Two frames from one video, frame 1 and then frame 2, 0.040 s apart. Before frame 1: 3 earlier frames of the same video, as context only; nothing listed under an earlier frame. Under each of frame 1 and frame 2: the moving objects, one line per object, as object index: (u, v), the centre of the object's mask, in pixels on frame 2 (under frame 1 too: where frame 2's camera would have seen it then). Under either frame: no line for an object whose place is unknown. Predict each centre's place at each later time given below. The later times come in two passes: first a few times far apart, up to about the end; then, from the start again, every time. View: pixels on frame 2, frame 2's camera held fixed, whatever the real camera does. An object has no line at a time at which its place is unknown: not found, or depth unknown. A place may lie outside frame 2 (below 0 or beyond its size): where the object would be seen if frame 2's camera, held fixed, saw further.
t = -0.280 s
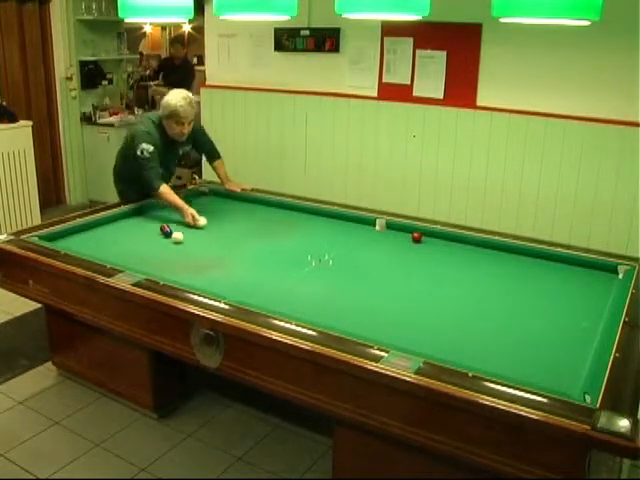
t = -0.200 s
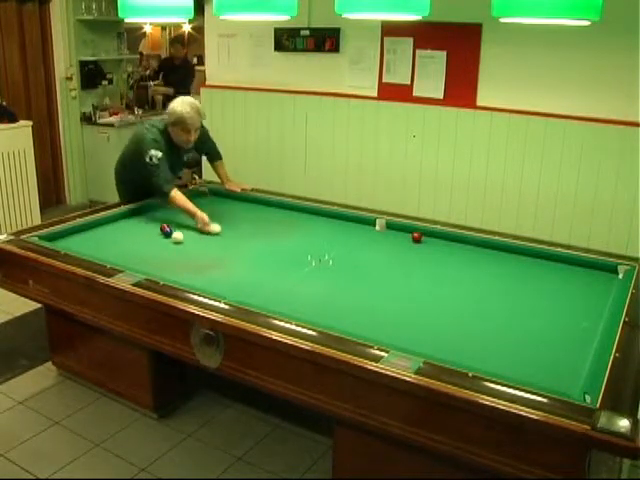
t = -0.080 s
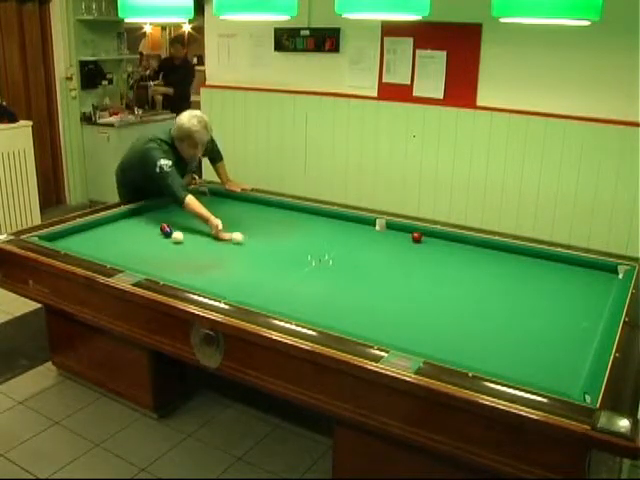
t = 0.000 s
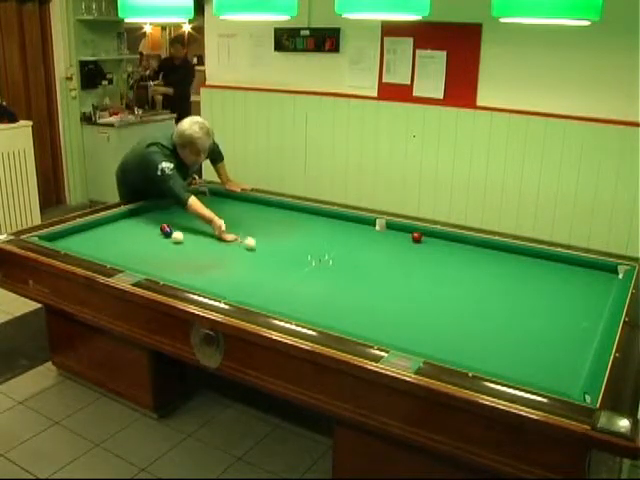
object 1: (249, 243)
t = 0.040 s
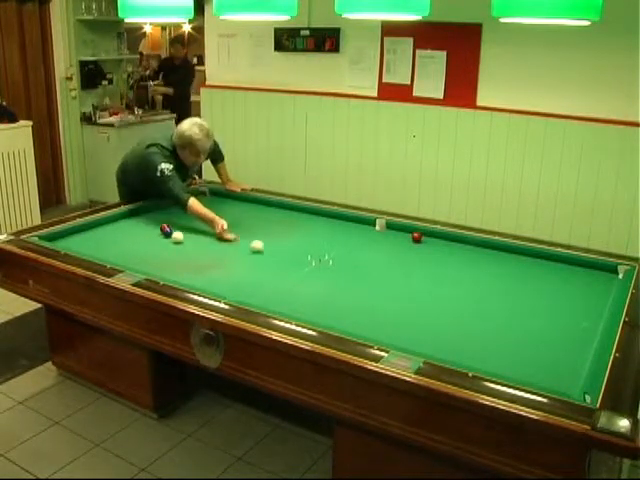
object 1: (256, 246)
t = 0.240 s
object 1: (292, 261)
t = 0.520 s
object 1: (351, 284)
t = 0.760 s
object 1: (409, 308)
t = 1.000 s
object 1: (476, 335)
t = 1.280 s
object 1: (568, 373)
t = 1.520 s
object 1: (520, 368)
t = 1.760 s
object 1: (462, 358)
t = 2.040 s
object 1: (403, 343)
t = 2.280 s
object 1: (366, 329)
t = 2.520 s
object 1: (334, 318)
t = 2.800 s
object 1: (299, 306)
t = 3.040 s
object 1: (272, 295)
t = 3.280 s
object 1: (248, 285)
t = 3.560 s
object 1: (223, 274)
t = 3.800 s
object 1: (203, 266)
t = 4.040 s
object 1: (185, 259)
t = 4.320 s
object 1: (166, 251)
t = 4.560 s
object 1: (151, 245)
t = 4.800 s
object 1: (138, 239)
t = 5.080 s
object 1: (123, 232)
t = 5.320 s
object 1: (112, 227)
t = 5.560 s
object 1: (101, 223)
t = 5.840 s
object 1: (114, 224)
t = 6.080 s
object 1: (124, 224)
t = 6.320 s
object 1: (135, 226)
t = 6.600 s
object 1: (147, 227)
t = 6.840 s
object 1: (155, 228)
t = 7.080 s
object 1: (156, 228)
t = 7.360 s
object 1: (158, 228)
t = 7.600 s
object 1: (159, 228)
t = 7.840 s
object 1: (160, 228)
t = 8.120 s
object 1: (160, 228)
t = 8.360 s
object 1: (161, 228)
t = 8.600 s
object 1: (161, 228)
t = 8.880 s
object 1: (161, 228)
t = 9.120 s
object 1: (161, 228)
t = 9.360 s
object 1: (161, 228)
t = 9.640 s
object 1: (161, 228)
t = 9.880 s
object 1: (161, 228)
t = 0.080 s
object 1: (263, 249)
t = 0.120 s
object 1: (270, 251)
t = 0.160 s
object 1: (278, 255)
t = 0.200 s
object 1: (285, 258)
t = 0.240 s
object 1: (292, 261)
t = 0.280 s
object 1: (300, 264)
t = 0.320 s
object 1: (308, 267)
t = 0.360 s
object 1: (315, 270)
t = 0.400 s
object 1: (325, 274)
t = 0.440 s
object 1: (333, 277)
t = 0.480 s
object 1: (342, 281)
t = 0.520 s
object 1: (351, 284)
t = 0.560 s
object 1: (360, 288)
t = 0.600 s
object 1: (369, 292)
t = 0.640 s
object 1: (378, 296)
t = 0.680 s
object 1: (388, 300)
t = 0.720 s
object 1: (398, 304)
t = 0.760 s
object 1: (409, 308)
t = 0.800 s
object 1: (419, 312)
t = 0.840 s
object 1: (430, 317)
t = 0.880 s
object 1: (441, 321)
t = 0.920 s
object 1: (454, 326)
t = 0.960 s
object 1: (464, 331)
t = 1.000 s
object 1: (476, 335)
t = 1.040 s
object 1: (488, 340)
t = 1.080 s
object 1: (501, 345)
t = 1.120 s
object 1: (515, 351)
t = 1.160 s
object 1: (528, 357)
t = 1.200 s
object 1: (541, 361)
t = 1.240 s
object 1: (555, 367)
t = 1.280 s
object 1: (568, 373)
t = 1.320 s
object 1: (575, 376)
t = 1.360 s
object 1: (563, 374)
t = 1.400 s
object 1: (552, 373)
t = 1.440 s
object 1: (540, 371)
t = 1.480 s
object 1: (529, 369)
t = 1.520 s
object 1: (520, 368)
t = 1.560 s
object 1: (510, 366)
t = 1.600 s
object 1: (501, 365)
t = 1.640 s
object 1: (491, 362)
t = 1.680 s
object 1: (481, 360)
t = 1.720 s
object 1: (471, 358)
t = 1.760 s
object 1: (462, 358)
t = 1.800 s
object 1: (452, 356)
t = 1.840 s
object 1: (441, 353)
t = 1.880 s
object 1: (432, 351)
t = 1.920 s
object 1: (423, 349)
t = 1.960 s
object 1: (416, 347)
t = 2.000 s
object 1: (409, 345)
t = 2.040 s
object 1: (403, 343)
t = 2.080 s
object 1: (397, 340)
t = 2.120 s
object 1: (391, 338)
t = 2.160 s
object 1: (384, 336)
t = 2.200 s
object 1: (379, 333)
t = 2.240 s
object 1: (372, 331)
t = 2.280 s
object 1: (366, 329)
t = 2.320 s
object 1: (361, 328)
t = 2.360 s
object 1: (356, 326)
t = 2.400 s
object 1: (350, 324)
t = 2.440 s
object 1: (343, 322)
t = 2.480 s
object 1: (339, 320)
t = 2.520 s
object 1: (334, 318)
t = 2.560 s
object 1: (328, 316)
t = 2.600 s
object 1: (324, 313)
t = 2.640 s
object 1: (318, 312)
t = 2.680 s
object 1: (313, 311)
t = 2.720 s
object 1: (309, 309)
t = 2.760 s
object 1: (304, 307)
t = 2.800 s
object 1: (299, 306)
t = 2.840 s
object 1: (294, 304)
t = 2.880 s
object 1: (290, 302)
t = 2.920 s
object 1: (285, 300)
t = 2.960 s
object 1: (281, 298)
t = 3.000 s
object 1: (277, 296)
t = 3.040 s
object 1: (272, 295)
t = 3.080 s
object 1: (268, 293)
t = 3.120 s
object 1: (264, 292)
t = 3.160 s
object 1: (260, 289)
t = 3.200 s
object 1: (256, 288)
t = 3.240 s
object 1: (253, 287)
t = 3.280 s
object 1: (248, 285)
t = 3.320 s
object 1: (244, 283)
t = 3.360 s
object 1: (241, 282)
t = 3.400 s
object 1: (237, 280)
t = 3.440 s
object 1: (233, 279)
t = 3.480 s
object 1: (230, 278)
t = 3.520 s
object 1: (226, 276)
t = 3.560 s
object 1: (223, 274)
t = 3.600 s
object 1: (219, 273)
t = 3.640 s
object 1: (216, 272)
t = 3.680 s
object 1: (213, 270)
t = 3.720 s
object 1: (209, 268)
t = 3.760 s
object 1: (206, 267)
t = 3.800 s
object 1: (203, 266)
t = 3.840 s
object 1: (200, 265)
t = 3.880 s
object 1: (197, 263)
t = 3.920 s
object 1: (193, 262)
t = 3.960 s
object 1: (191, 261)
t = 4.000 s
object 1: (188, 260)
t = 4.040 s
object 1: (185, 259)
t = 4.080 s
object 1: (182, 258)
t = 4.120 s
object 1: (180, 256)
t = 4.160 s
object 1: (176, 255)
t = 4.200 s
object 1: (174, 254)
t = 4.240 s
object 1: (171, 253)
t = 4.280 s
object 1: (169, 252)
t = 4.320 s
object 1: (166, 251)
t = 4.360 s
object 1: (164, 250)
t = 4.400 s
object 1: (160, 248)
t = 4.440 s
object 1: (158, 248)
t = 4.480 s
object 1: (156, 246)
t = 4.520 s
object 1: (153, 246)
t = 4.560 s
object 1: (151, 245)
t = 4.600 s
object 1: (149, 243)
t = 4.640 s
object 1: (147, 242)
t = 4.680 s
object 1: (144, 241)
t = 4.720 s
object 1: (142, 240)
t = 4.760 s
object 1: (140, 239)
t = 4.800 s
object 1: (138, 239)
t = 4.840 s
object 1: (135, 237)
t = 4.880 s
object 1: (133, 237)
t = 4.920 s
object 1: (132, 235)
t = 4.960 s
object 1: (130, 235)
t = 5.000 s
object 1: (127, 234)
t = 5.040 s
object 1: (125, 233)
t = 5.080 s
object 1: (123, 232)
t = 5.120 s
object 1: (122, 232)
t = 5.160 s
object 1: (119, 230)
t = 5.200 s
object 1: (117, 230)
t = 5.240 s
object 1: (116, 229)
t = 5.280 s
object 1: (114, 228)
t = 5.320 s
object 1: (112, 227)
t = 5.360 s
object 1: (110, 226)
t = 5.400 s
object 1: (108, 226)
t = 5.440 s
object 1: (106, 225)
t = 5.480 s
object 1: (105, 224)
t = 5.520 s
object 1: (103, 223)
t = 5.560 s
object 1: (101, 223)
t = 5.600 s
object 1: (103, 223)
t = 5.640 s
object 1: (105, 223)
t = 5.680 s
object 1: (107, 223)
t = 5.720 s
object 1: (109, 223)
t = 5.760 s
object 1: (110, 223)
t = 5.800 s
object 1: (112, 224)
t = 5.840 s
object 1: (114, 224)
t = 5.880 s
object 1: (116, 224)
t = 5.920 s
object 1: (118, 224)
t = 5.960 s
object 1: (120, 224)
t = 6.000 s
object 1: (121, 225)
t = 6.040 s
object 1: (122, 224)
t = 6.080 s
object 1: (124, 224)
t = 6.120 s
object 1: (125, 225)
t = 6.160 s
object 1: (128, 225)
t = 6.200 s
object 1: (130, 225)
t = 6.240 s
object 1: (132, 225)
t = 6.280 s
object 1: (133, 226)
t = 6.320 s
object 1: (135, 226)
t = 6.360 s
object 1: (136, 226)
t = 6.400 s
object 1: (138, 226)
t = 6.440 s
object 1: (141, 226)
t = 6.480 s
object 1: (143, 227)
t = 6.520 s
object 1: (143, 227)
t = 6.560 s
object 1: (145, 227)
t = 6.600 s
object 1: (147, 227)
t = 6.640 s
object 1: (148, 227)
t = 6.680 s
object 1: (150, 227)
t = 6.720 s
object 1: (151, 227)
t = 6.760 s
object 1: (153, 227)
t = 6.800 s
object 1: (154, 228)
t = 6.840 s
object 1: (155, 228)
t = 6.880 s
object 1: (156, 228)
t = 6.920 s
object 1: (155, 228)
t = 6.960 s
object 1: (156, 228)
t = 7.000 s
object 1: (156, 228)
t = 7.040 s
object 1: (156, 228)
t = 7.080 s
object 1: (156, 228)
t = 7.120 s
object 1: (156, 228)
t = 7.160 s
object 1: (157, 228)
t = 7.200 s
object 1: (157, 228)
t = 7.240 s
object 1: (157, 228)
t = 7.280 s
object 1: (157, 228)
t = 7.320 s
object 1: (158, 228)
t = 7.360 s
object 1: (158, 228)
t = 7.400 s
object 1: (158, 228)
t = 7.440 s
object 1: (158, 228)
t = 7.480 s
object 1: (158, 228)
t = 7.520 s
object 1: (158, 228)
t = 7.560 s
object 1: (159, 228)
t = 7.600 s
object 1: (159, 228)
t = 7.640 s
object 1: (159, 228)
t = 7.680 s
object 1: (159, 228)
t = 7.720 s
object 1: (159, 228)
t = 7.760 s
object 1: (159, 228)
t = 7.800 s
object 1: (160, 228)
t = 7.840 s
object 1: (160, 228)
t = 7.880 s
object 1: (160, 228)
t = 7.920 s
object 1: (160, 228)
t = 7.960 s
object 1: (160, 228)
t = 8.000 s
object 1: (160, 228)
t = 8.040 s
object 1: (160, 228)
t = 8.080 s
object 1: (160, 228)
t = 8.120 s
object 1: (160, 228)
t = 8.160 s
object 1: (160, 228)
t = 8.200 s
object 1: (160, 228)
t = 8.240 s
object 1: (160, 228)
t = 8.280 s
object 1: (160, 228)
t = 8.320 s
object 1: (160, 228)
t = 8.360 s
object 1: (161, 228)
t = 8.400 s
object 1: (161, 228)
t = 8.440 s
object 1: (161, 228)
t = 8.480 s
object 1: (161, 228)
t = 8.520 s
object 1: (161, 228)
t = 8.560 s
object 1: (161, 228)
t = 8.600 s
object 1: (161, 228)
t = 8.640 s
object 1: (161, 228)
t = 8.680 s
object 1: (161, 228)
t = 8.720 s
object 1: (161, 228)
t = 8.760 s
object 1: (161, 228)
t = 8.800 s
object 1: (161, 228)
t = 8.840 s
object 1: (161, 228)
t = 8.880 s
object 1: (161, 228)
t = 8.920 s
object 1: (161, 228)
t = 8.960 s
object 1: (161, 228)
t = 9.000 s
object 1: (161, 228)
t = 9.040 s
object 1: (161, 228)
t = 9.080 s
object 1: (161, 228)
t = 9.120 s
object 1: (161, 228)
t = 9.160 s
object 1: (161, 228)
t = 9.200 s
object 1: (161, 228)
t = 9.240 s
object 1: (161, 228)
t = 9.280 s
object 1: (161, 228)
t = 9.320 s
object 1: (161, 228)
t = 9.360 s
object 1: (161, 228)
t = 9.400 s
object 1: (161, 228)
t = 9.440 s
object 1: (161, 228)
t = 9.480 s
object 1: (161, 228)
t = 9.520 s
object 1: (161, 228)
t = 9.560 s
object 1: (161, 228)
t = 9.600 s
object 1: (161, 228)
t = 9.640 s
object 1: (161, 228)
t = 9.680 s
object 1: (161, 228)
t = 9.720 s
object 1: (161, 228)
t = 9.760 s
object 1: (161, 228)
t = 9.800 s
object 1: (161, 228)
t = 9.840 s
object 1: (161, 228)
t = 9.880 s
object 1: (161, 228)
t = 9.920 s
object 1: (161, 228)
